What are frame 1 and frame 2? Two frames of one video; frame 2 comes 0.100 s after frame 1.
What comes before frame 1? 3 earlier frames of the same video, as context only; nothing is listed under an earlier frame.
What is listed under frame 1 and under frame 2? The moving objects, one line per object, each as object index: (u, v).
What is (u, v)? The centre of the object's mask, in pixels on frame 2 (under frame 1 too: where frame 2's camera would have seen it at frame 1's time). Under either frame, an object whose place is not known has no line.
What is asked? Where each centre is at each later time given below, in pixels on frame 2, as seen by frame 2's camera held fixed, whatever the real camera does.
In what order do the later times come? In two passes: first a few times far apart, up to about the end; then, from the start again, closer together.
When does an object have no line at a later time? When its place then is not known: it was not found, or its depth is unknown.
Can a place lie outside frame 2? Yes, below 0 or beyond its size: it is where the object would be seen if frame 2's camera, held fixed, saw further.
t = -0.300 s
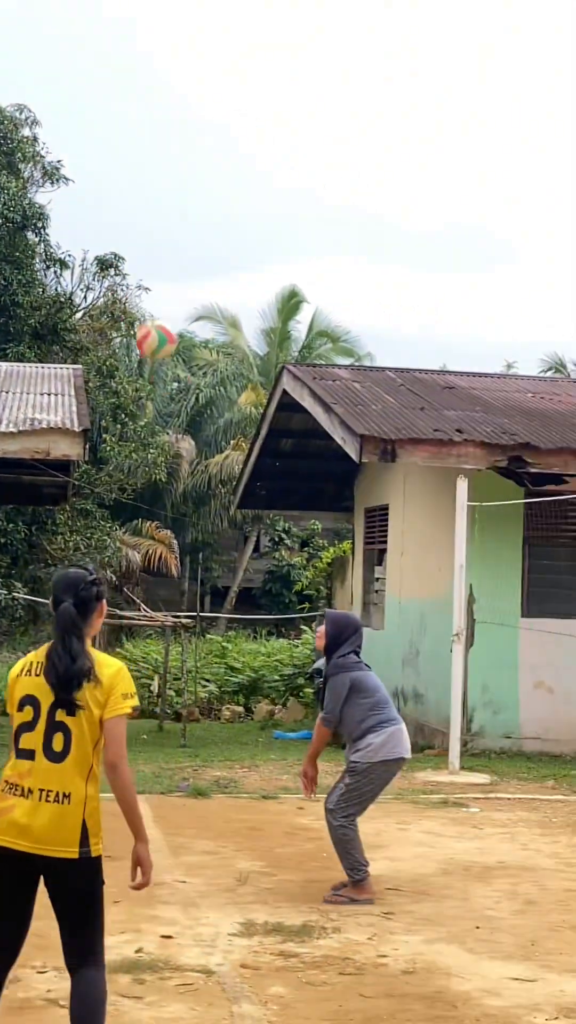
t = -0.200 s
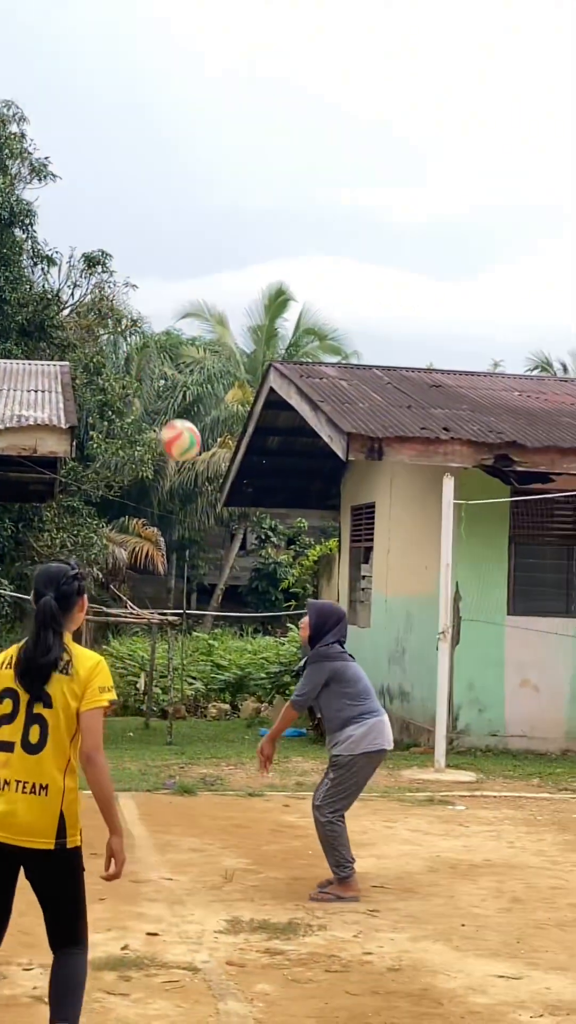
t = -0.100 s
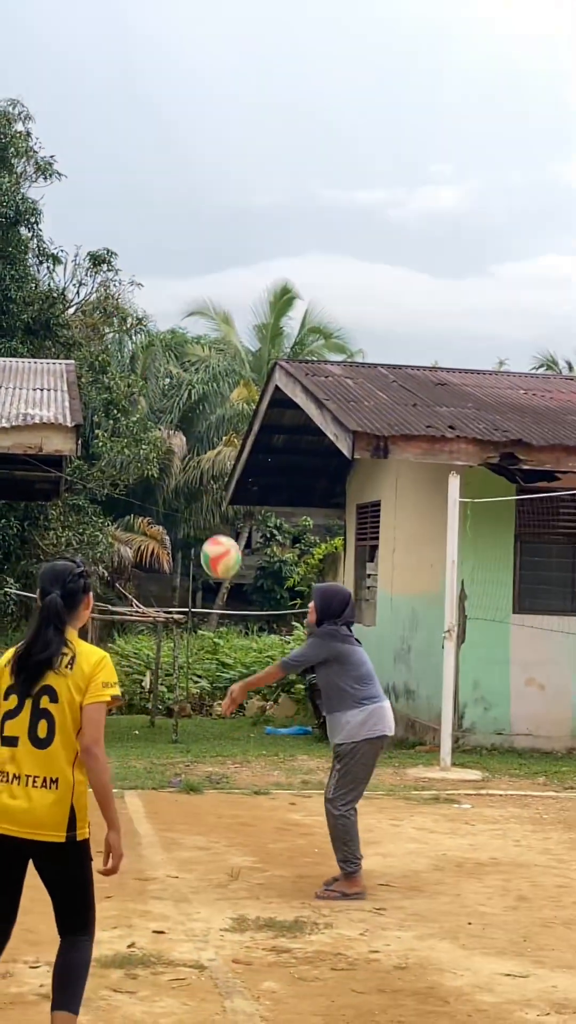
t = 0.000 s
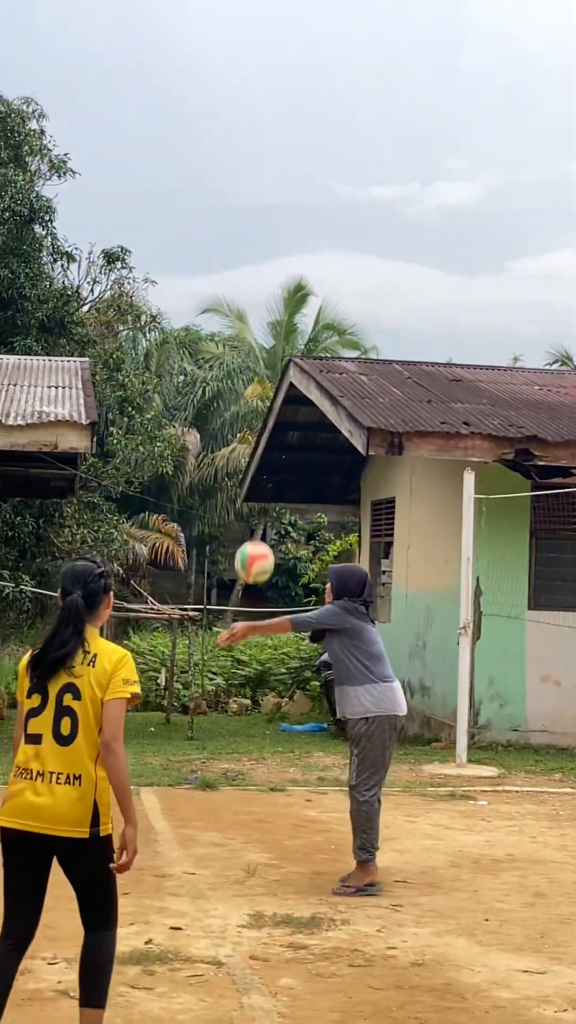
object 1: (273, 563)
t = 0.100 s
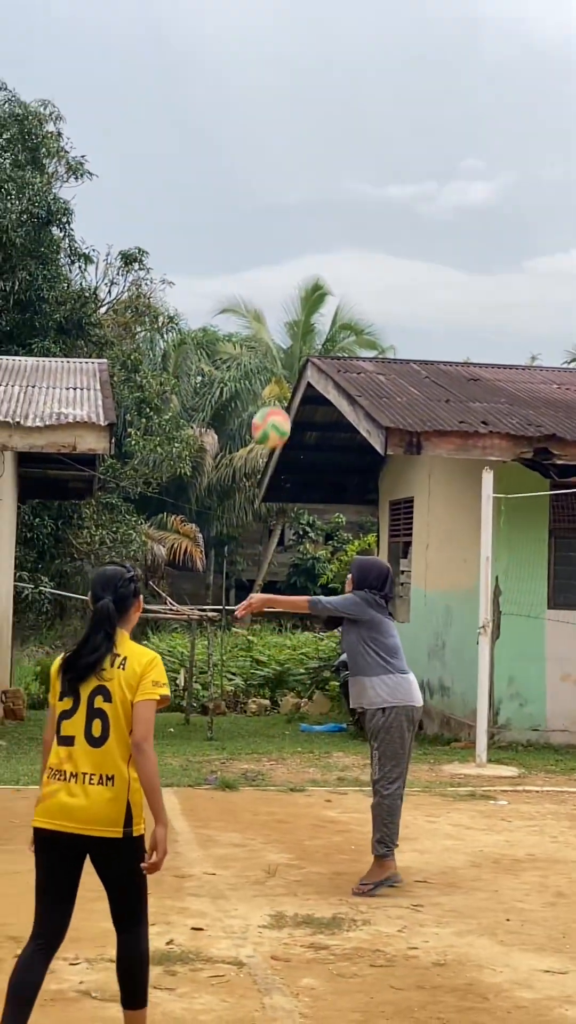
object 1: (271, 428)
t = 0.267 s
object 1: (266, 251)
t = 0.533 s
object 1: (252, 85)
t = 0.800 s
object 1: (236, 50)
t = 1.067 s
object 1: (218, 133)
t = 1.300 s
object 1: (199, 292)
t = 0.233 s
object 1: (267, 282)
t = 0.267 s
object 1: (266, 251)
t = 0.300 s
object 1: (264, 223)
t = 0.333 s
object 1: (262, 197)
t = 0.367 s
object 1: (261, 173)
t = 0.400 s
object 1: (259, 151)
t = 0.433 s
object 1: (257, 132)
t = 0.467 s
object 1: (255, 114)
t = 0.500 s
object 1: (253, 98)
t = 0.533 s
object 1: (252, 85)
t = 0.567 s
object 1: (250, 74)
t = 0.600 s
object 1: (248, 65)
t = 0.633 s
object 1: (246, 58)
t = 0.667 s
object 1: (244, 52)
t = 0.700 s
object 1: (242, 49)
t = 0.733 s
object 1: (240, 47)
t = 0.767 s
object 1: (238, 48)
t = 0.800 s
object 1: (236, 50)
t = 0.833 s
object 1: (234, 54)
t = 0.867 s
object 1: (232, 60)
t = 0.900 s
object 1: (230, 68)
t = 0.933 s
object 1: (228, 78)
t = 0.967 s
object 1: (225, 89)
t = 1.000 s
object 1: (223, 102)
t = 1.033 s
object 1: (220, 117)
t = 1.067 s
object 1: (218, 133)
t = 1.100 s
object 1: (216, 151)
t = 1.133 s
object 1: (213, 170)
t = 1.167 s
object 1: (210, 192)
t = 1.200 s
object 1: (208, 214)
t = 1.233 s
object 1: (205, 239)
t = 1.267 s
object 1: (202, 264)
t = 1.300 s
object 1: (199, 292)
